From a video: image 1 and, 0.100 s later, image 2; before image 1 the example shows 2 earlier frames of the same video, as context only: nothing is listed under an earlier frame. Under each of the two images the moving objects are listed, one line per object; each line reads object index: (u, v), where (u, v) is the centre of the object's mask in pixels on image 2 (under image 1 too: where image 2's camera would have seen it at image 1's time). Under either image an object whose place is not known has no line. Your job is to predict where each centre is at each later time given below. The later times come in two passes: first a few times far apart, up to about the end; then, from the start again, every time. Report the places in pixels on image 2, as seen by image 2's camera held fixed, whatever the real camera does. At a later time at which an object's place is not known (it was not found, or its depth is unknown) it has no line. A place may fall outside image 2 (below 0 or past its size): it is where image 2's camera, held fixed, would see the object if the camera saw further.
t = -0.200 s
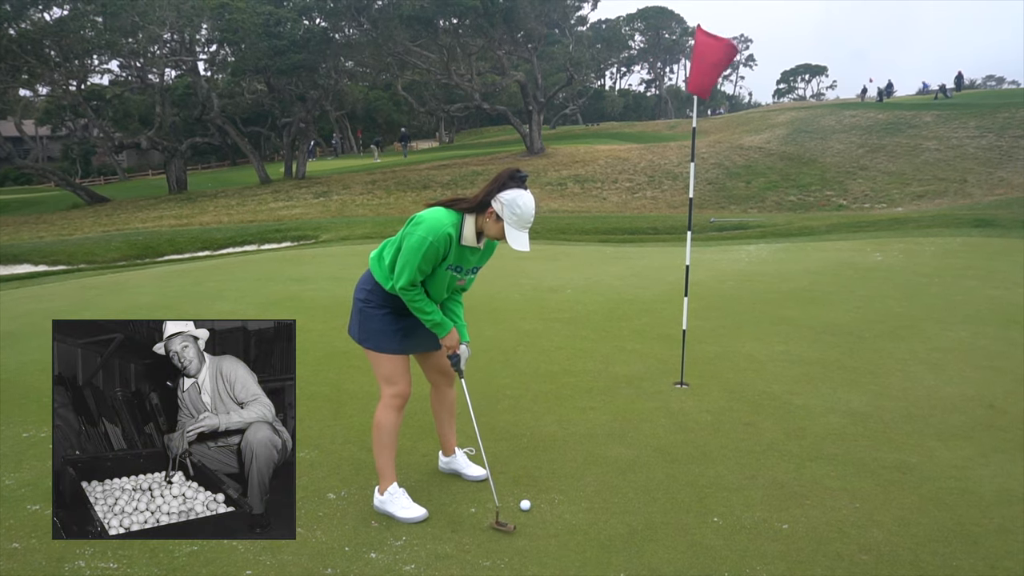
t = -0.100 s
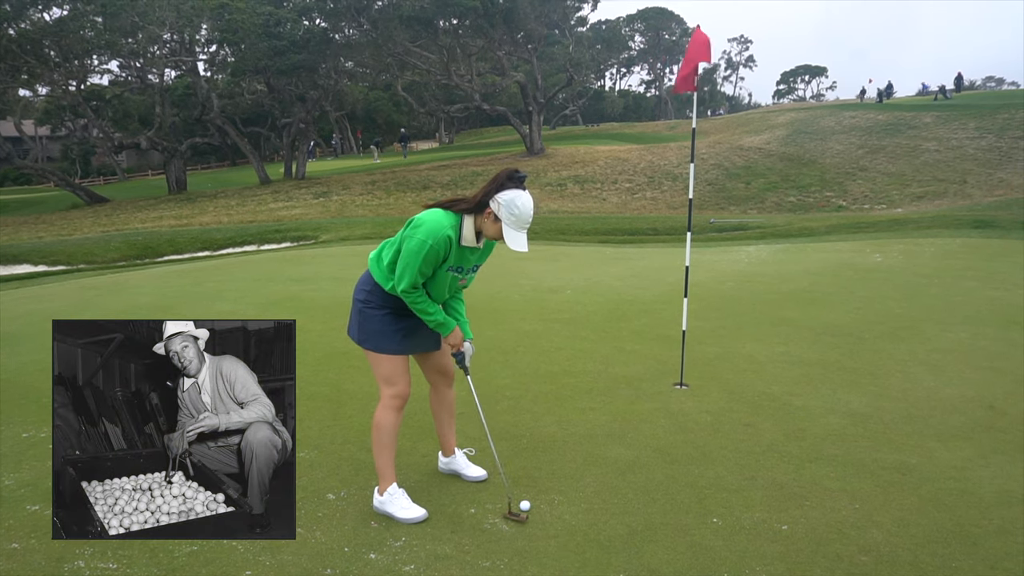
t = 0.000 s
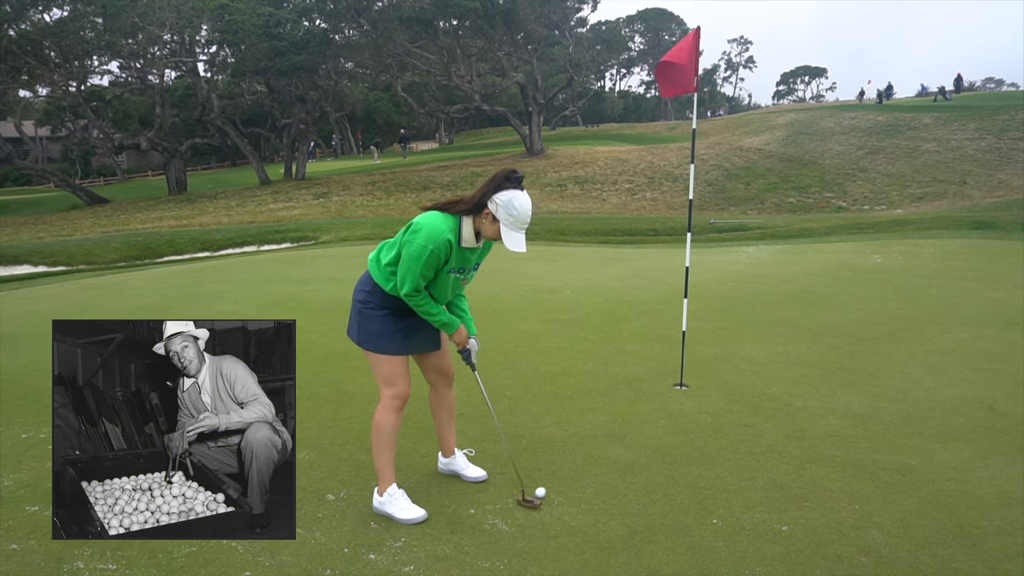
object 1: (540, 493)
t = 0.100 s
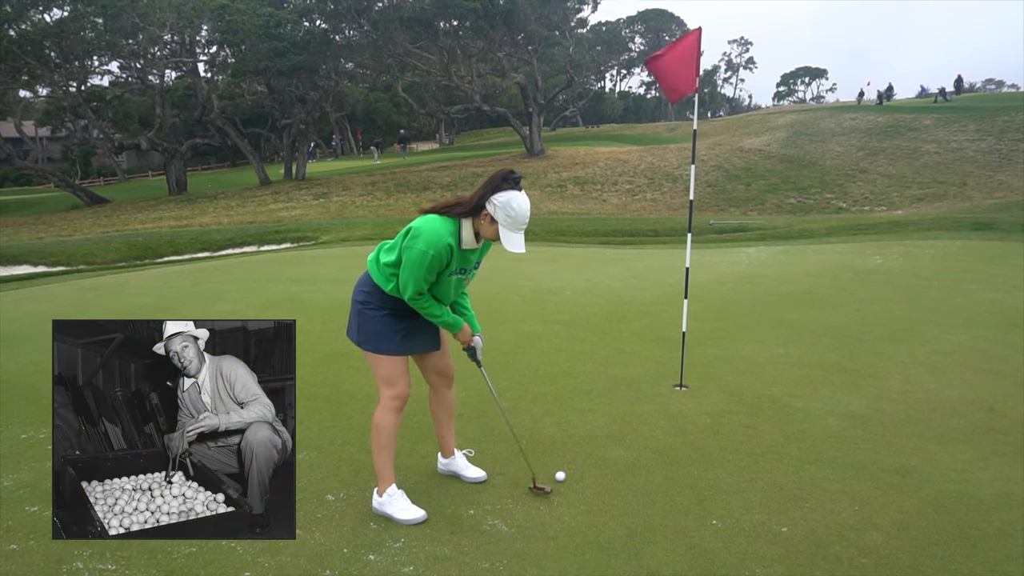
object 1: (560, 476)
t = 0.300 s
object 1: (589, 452)
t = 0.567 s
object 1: (620, 427)
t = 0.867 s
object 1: (647, 406)
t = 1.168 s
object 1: (669, 391)
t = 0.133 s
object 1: (565, 472)
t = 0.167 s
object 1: (570, 468)
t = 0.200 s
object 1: (576, 463)
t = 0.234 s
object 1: (580, 459)
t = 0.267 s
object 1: (585, 455)
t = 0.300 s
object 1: (589, 452)
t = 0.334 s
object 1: (594, 448)
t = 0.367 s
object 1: (598, 445)
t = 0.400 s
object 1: (602, 442)
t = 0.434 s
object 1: (606, 438)
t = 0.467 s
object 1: (610, 435)
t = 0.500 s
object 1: (613, 432)
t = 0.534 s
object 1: (617, 430)
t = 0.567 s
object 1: (620, 427)
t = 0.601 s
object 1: (623, 424)
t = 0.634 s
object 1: (627, 422)
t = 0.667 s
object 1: (630, 419)
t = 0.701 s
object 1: (633, 417)
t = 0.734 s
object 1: (636, 415)
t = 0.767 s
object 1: (639, 413)
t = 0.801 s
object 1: (642, 410)
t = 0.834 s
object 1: (644, 408)
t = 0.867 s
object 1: (647, 406)
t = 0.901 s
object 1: (650, 405)
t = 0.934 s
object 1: (652, 403)
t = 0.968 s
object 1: (655, 401)
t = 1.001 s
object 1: (658, 399)
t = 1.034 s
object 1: (660, 397)
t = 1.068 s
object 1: (663, 396)
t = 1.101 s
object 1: (665, 394)
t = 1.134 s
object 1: (667, 392)
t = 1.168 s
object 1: (669, 391)
